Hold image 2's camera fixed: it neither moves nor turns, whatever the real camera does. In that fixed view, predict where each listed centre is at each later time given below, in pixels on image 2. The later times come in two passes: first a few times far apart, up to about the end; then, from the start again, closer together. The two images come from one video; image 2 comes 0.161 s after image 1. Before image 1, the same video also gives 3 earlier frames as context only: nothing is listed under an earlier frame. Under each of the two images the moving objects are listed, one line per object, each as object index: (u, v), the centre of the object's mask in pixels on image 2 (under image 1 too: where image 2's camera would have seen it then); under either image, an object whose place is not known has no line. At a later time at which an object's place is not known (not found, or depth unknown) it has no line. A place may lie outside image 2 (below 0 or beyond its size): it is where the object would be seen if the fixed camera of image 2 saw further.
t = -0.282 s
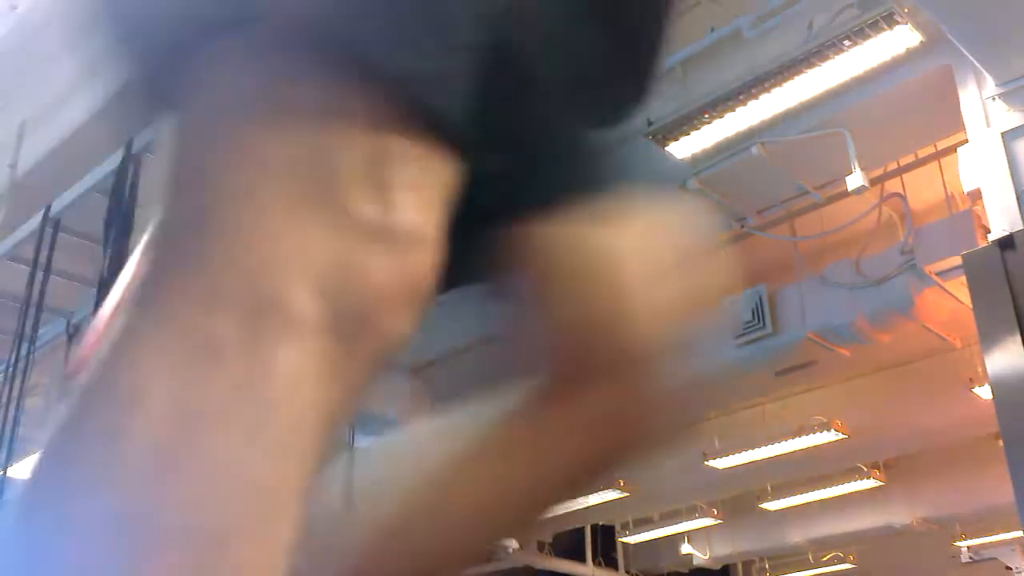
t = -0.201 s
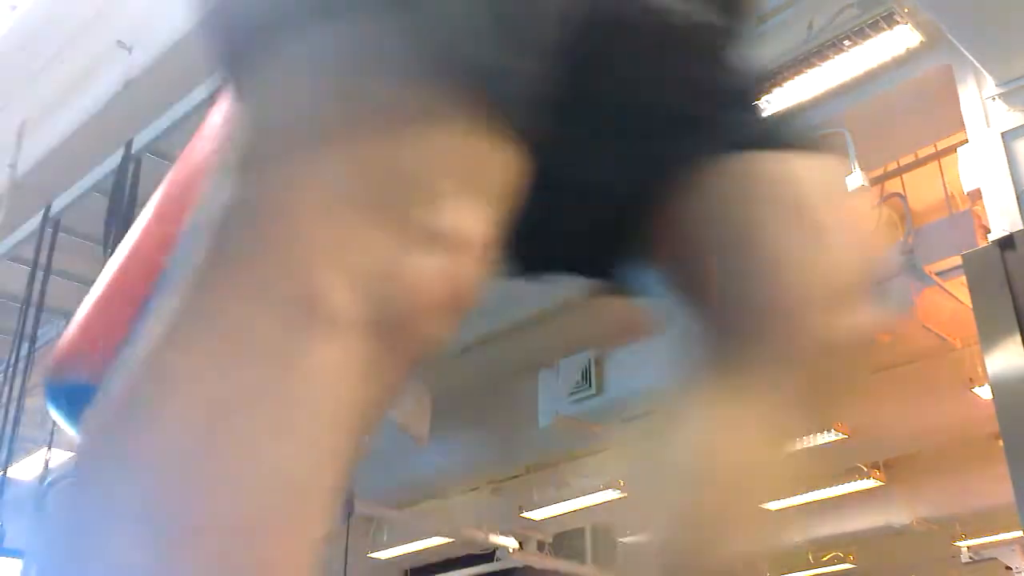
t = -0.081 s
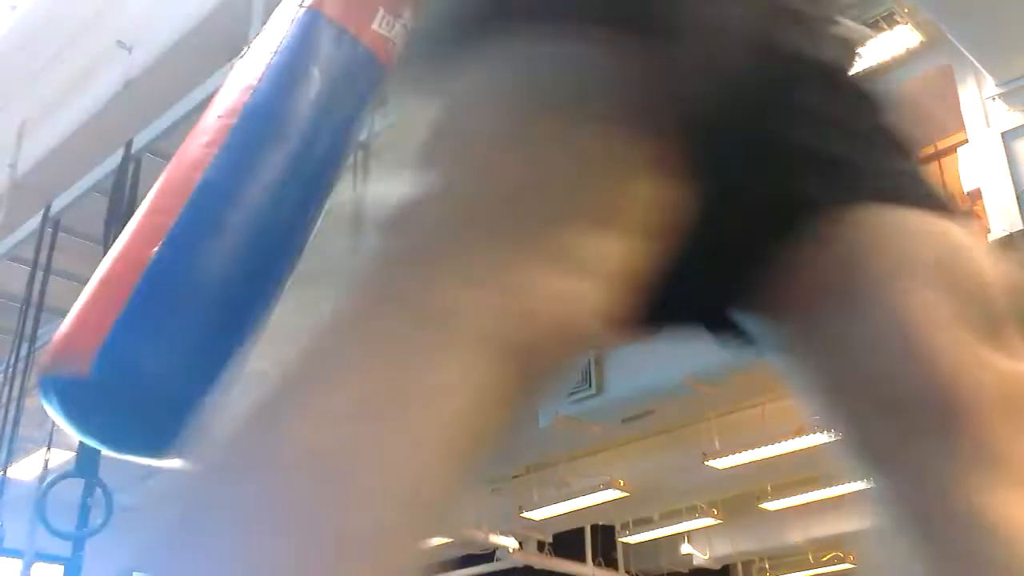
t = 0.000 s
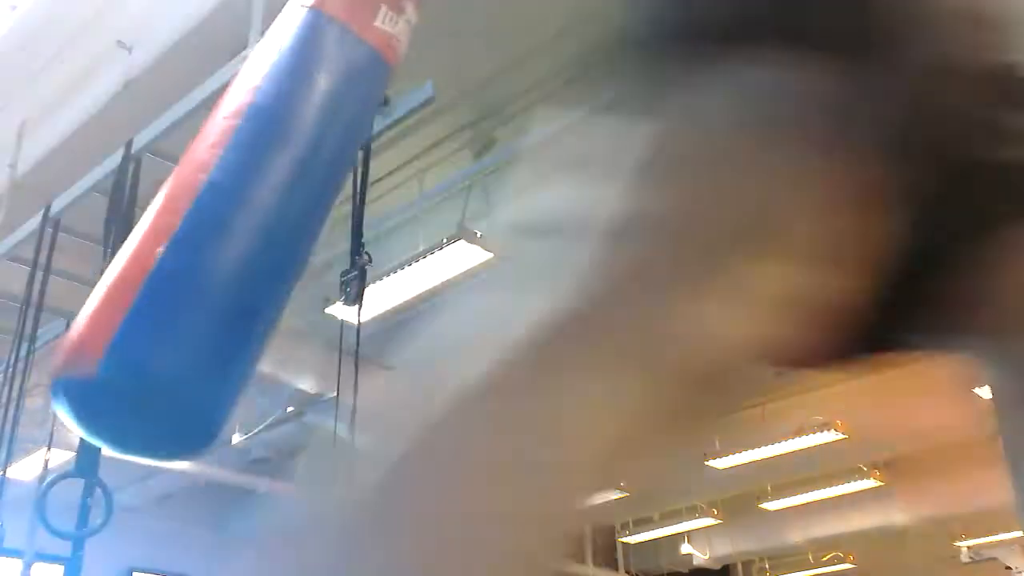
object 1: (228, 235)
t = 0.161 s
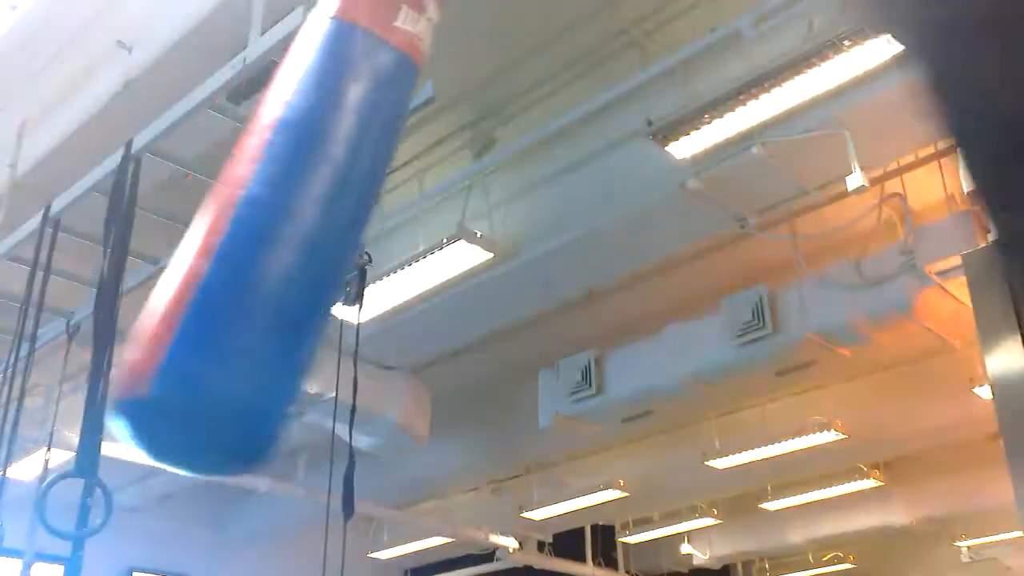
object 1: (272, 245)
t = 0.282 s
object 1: (326, 256)
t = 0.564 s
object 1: (487, 278)
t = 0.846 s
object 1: (627, 278)
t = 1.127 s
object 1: (692, 273)
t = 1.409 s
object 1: (680, 276)
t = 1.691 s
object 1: (601, 284)
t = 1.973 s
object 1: (470, 274)
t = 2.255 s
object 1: (325, 253)
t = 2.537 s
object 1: (238, 227)
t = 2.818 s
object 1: (255, 229)
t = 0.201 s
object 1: (289, 249)
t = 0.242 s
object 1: (306, 252)
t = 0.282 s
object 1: (326, 256)
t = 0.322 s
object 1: (347, 260)
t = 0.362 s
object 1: (371, 264)
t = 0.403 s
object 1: (392, 268)
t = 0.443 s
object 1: (418, 273)
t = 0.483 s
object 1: (440, 274)
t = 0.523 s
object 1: (466, 277)
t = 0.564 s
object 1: (487, 278)
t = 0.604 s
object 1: (512, 280)
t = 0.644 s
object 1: (531, 281)
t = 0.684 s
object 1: (554, 282)
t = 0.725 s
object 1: (571, 281)
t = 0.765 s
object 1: (592, 281)
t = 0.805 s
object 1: (610, 280)
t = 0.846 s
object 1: (627, 278)
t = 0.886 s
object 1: (638, 278)
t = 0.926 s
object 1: (650, 277)
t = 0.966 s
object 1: (662, 277)
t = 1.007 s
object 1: (674, 276)
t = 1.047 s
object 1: (680, 275)
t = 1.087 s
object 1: (686, 273)
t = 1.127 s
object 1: (692, 273)
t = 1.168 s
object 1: (694, 273)
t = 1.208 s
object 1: (695, 272)
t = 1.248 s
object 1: (695, 272)
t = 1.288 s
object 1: (694, 272)
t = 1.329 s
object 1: (692, 273)
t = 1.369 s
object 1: (688, 274)
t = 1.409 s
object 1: (680, 276)
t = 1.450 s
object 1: (672, 276)
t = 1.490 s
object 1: (664, 278)
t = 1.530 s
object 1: (654, 281)
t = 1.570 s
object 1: (645, 282)
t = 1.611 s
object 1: (632, 282)
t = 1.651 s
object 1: (618, 282)
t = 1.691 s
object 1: (601, 284)
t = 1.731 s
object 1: (585, 283)
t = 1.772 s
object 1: (570, 284)
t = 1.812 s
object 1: (552, 284)
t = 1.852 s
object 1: (530, 280)
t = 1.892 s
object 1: (511, 279)
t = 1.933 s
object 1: (491, 276)
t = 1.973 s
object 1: (470, 274)
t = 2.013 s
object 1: (450, 274)
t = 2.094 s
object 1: (406, 268)
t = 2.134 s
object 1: (387, 264)
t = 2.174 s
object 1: (364, 260)
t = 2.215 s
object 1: (344, 256)
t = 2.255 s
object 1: (325, 253)
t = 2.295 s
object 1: (309, 249)
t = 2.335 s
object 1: (291, 243)
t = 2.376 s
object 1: (276, 240)
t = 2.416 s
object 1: (263, 238)
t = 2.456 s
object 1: (253, 234)
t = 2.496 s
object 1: (245, 229)
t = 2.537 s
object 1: (238, 227)
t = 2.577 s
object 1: (234, 226)
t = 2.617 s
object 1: (230, 224)
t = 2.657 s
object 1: (232, 224)
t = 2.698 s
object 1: (232, 225)
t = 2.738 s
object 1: (238, 225)
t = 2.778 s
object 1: (243, 227)
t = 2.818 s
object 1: (255, 229)
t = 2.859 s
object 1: (265, 233)
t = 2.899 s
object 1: (278, 236)
